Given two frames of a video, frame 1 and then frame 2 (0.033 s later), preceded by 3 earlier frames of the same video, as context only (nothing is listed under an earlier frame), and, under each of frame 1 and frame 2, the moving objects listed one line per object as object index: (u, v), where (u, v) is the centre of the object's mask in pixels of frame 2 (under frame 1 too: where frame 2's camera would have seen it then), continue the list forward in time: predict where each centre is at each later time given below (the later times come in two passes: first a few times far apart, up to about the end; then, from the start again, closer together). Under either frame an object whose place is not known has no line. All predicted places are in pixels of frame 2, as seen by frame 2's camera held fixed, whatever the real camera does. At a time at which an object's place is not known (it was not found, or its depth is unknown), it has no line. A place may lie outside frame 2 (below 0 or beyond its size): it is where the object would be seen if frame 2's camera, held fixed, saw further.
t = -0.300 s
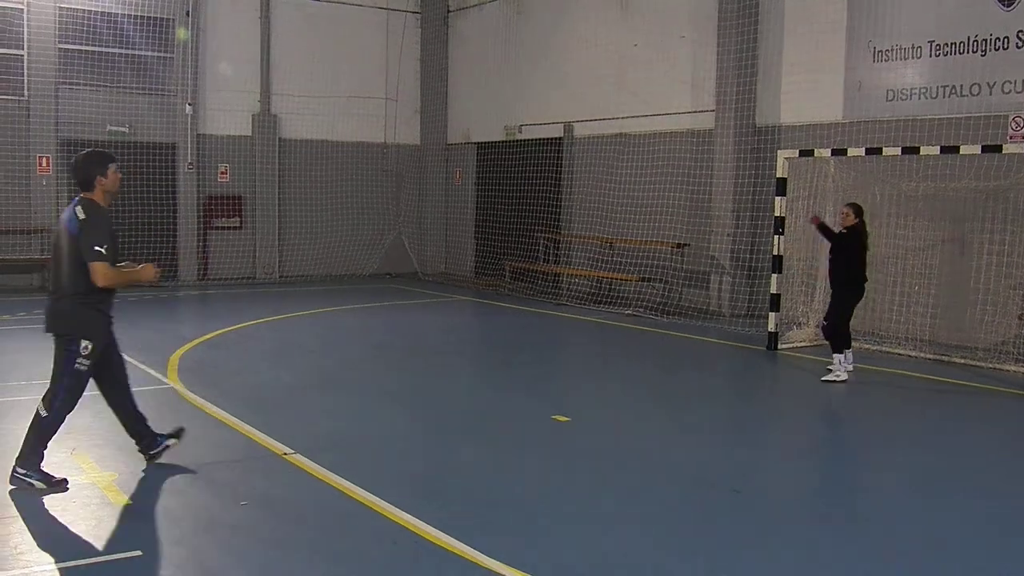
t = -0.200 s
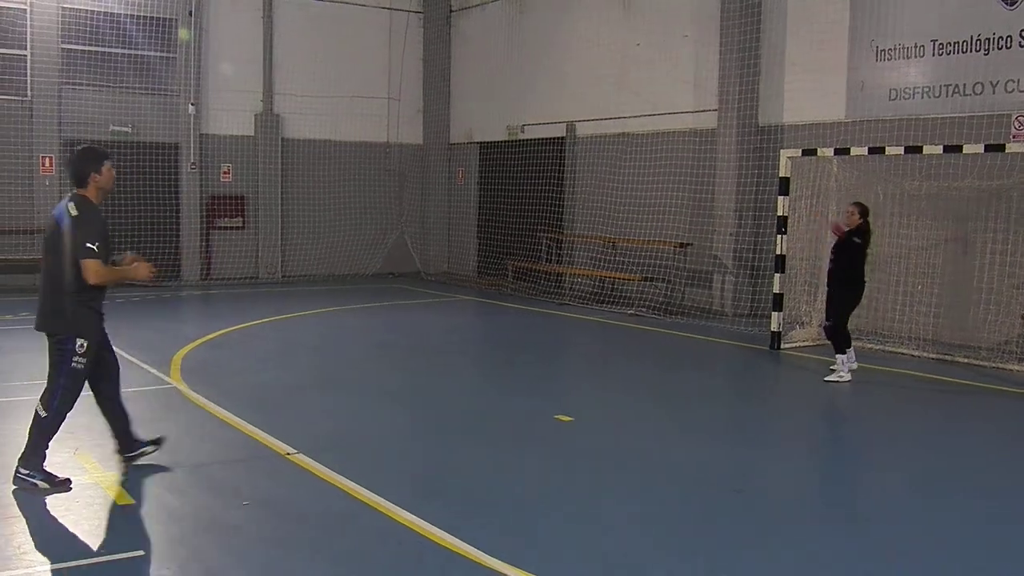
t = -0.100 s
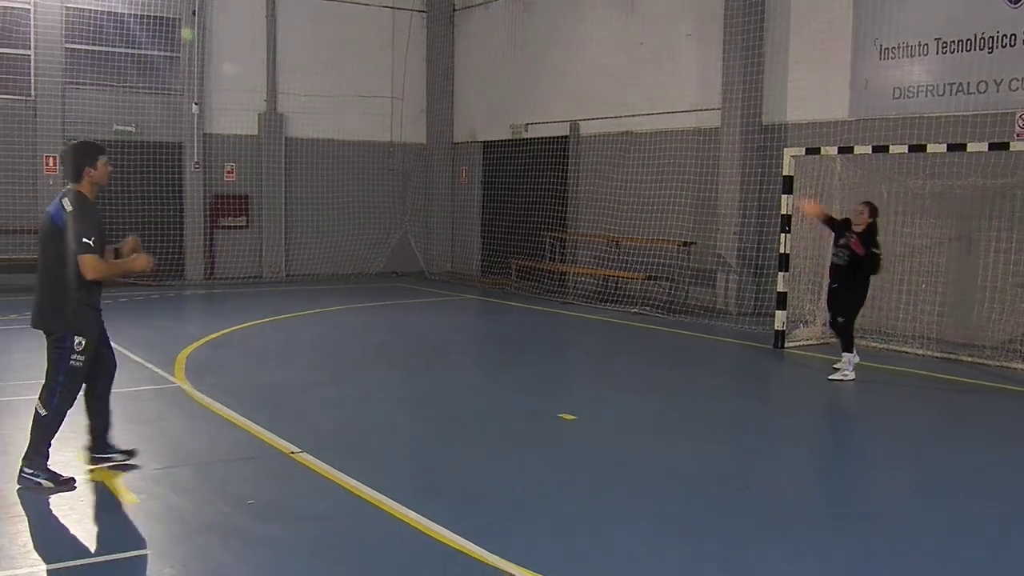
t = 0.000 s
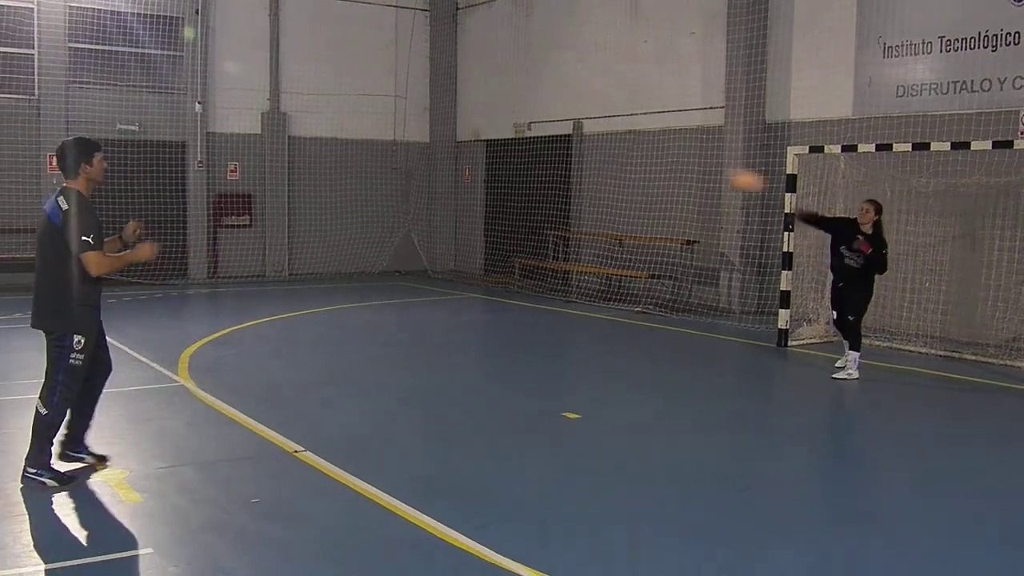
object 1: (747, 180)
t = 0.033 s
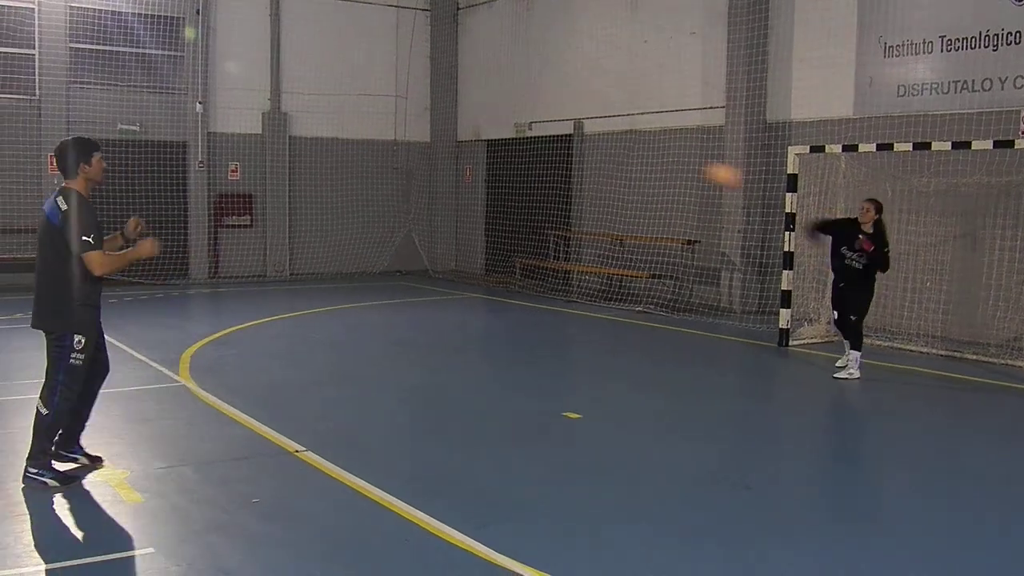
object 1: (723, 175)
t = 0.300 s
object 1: (448, 166)
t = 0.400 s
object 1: (296, 192)
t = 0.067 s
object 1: (696, 169)
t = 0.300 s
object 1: (448, 166)
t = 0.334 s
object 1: (403, 173)
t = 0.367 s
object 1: (351, 183)
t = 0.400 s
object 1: (296, 192)
